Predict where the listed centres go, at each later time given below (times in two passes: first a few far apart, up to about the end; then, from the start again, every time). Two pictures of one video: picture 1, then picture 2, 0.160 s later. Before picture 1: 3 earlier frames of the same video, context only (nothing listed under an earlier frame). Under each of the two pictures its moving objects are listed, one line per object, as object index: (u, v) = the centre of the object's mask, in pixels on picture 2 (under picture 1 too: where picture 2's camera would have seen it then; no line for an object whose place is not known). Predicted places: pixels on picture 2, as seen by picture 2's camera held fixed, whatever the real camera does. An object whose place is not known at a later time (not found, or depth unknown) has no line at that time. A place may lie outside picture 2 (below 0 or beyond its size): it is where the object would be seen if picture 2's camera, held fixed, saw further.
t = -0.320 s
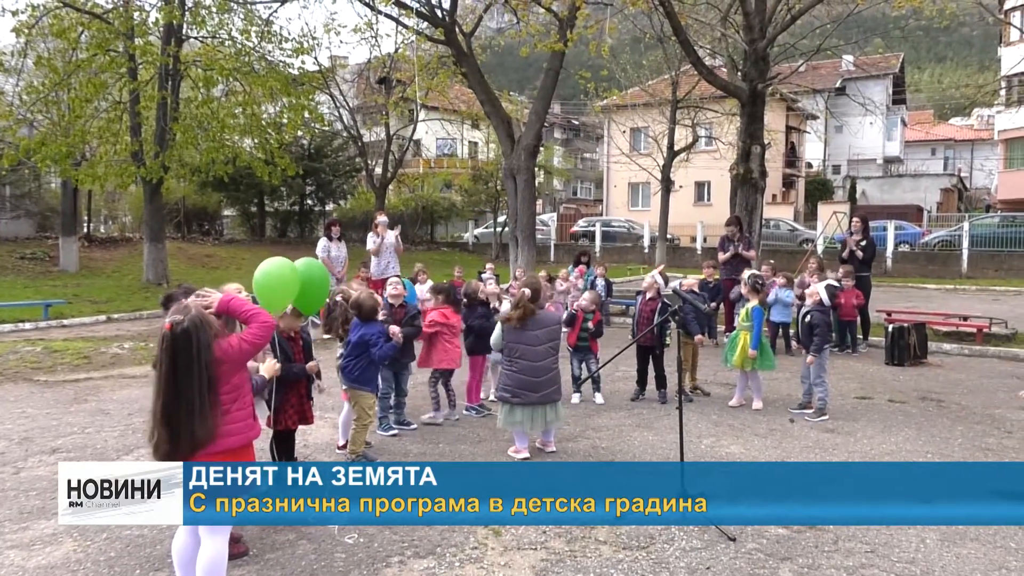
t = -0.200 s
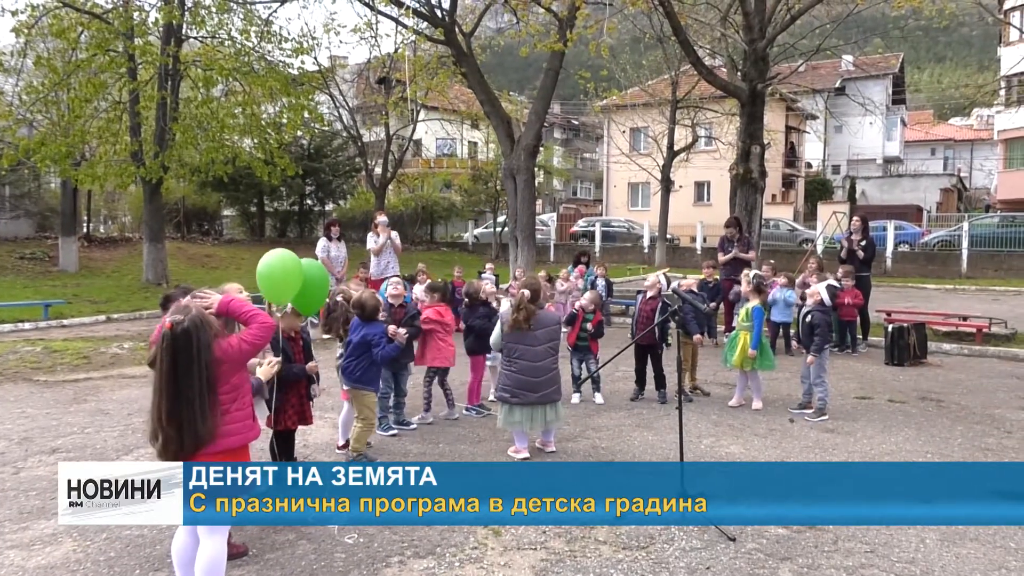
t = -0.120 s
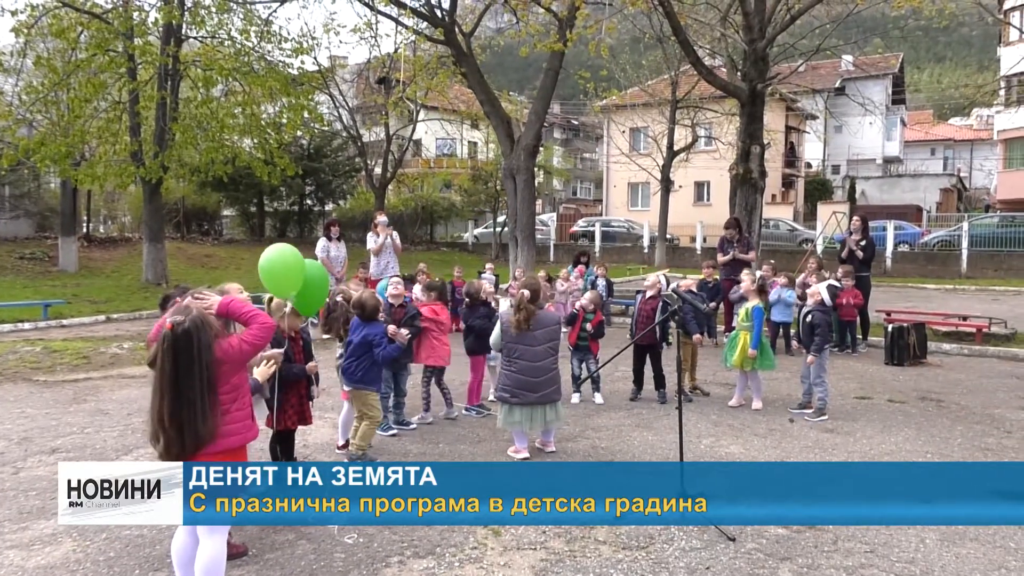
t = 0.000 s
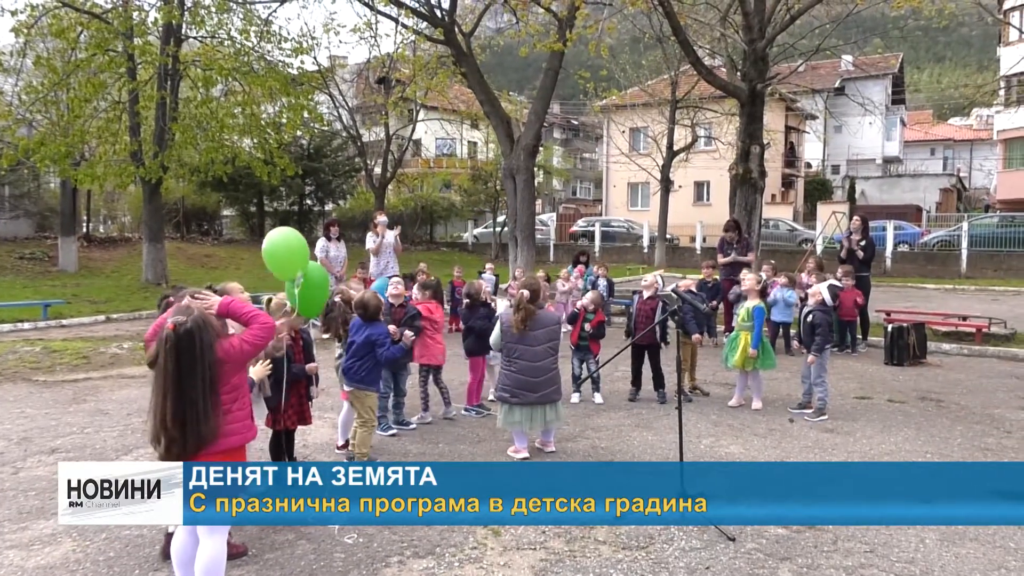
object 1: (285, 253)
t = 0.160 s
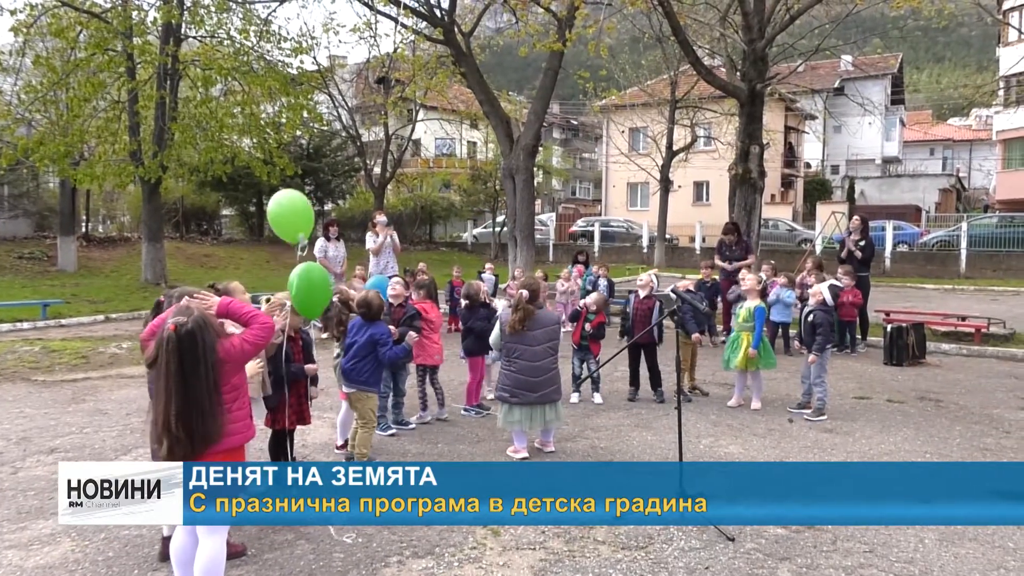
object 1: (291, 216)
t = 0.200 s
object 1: (292, 204)
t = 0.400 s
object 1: (294, 139)
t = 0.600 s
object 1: (290, 68)
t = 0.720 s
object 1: (286, 27)
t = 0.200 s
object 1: (292, 204)
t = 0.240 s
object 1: (293, 192)
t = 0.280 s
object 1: (293, 179)
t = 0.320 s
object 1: (294, 166)
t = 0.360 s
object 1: (294, 152)
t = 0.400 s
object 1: (294, 139)
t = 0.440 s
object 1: (294, 125)
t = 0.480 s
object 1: (293, 110)
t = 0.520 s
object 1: (292, 96)
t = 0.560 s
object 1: (291, 82)
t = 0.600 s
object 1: (290, 68)
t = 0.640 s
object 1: (288, 56)
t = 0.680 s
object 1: (287, 41)
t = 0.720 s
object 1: (286, 27)
